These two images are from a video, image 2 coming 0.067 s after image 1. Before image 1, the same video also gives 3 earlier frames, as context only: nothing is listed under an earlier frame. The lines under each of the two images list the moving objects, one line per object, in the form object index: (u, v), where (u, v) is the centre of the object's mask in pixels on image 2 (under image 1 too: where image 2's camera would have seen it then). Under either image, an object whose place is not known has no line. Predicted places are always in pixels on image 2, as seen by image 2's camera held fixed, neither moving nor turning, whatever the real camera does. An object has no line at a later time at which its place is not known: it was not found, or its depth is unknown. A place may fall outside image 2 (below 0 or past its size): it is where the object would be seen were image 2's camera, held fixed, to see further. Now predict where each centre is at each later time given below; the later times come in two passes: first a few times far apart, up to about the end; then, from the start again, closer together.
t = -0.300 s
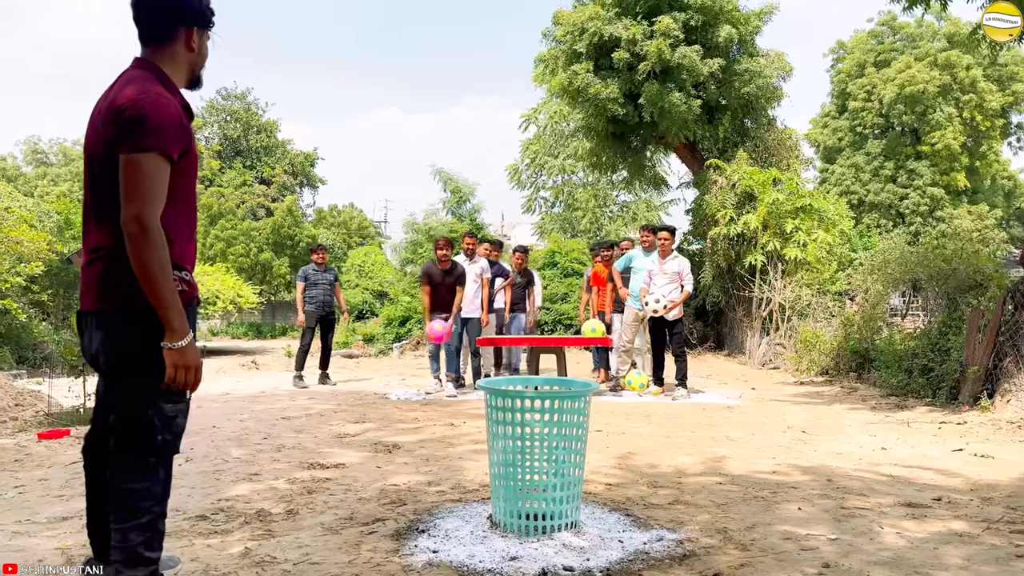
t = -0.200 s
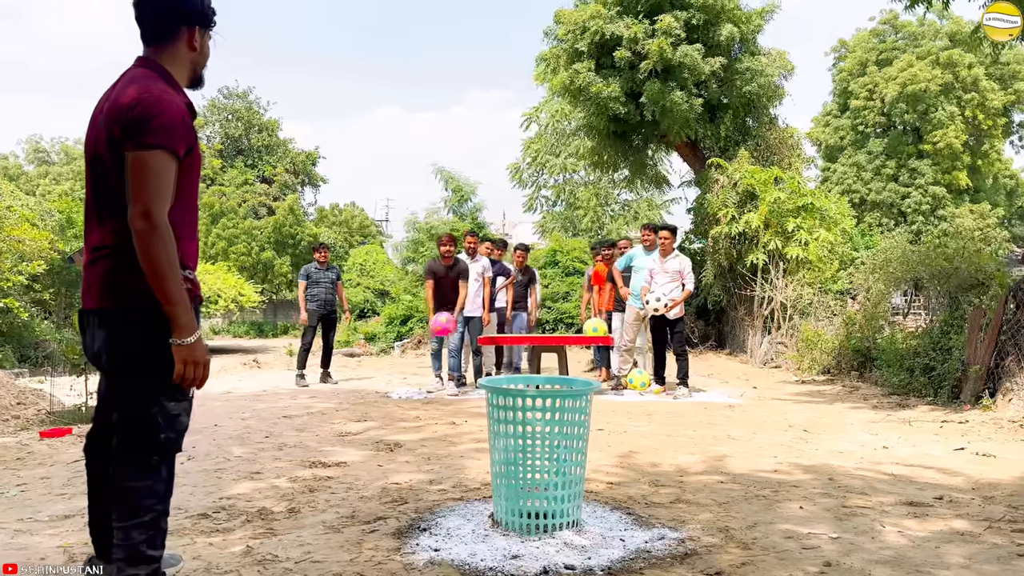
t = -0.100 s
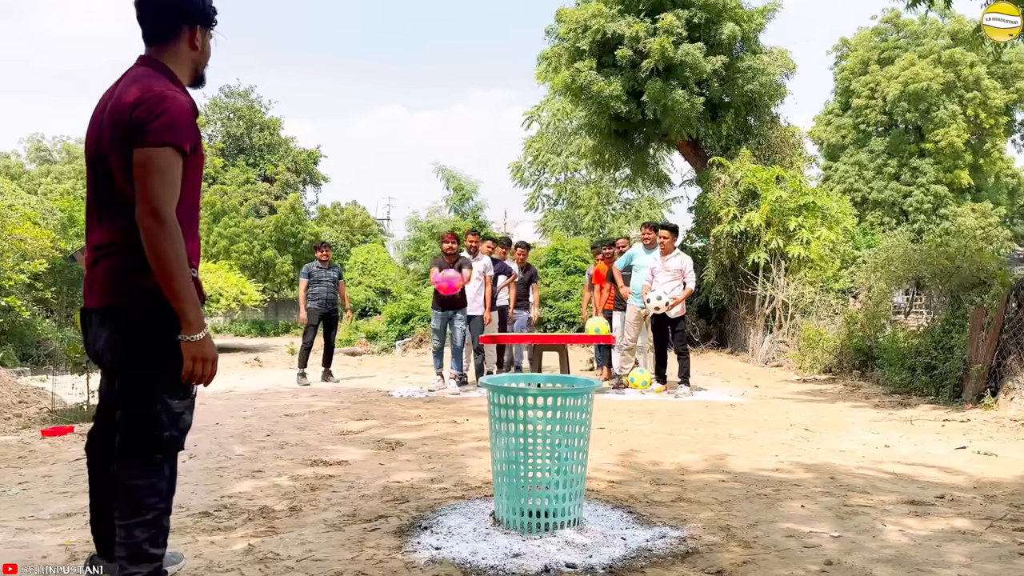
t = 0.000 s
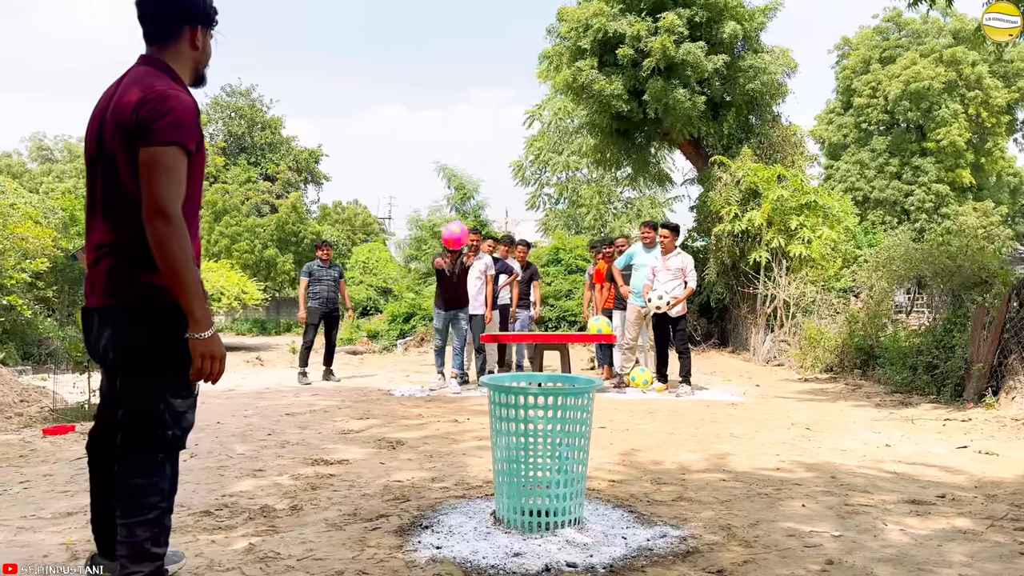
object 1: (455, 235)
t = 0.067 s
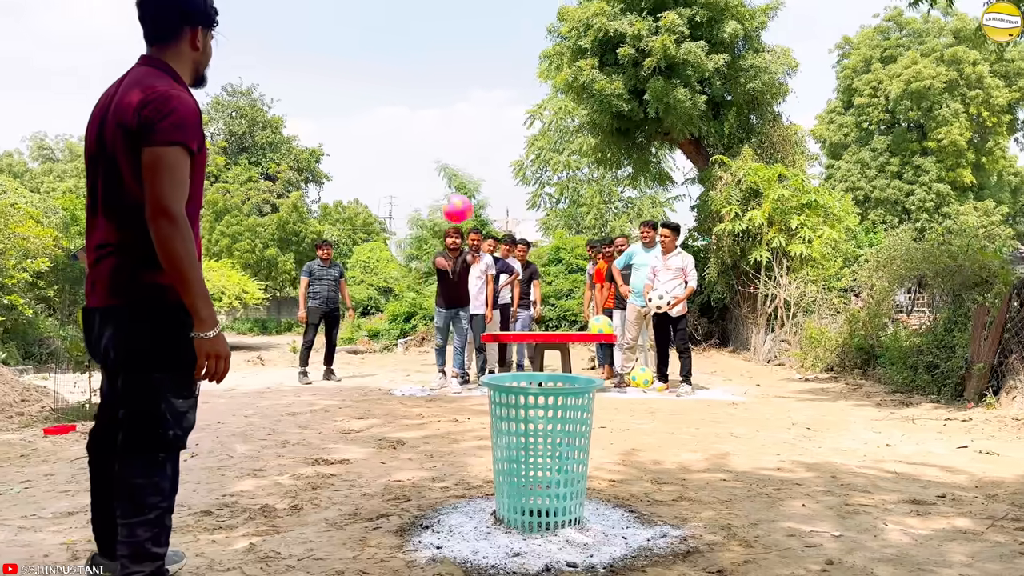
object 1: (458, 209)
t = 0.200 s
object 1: (460, 168)
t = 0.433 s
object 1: (463, 150)
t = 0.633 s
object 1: (470, 214)
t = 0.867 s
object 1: (473, 436)
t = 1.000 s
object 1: (432, 433)
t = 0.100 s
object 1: (458, 196)
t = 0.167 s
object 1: (459, 176)
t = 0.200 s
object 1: (460, 168)
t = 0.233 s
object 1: (460, 161)
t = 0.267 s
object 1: (460, 155)
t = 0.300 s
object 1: (460, 150)
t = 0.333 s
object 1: (461, 147)
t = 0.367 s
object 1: (461, 147)
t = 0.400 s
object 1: (462, 148)
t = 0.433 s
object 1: (463, 150)
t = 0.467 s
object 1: (464, 155)
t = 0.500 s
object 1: (465, 161)
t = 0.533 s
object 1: (466, 171)
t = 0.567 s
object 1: (467, 182)
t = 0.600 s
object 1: (468, 197)
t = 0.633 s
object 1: (470, 214)
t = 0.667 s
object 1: (471, 234)
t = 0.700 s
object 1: (472, 258)
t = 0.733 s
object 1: (474, 284)
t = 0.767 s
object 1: (475, 316)
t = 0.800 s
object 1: (477, 350)
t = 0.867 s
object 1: (473, 436)
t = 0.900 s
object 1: (470, 475)
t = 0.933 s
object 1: (457, 486)
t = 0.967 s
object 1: (444, 458)
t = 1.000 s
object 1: (432, 433)
